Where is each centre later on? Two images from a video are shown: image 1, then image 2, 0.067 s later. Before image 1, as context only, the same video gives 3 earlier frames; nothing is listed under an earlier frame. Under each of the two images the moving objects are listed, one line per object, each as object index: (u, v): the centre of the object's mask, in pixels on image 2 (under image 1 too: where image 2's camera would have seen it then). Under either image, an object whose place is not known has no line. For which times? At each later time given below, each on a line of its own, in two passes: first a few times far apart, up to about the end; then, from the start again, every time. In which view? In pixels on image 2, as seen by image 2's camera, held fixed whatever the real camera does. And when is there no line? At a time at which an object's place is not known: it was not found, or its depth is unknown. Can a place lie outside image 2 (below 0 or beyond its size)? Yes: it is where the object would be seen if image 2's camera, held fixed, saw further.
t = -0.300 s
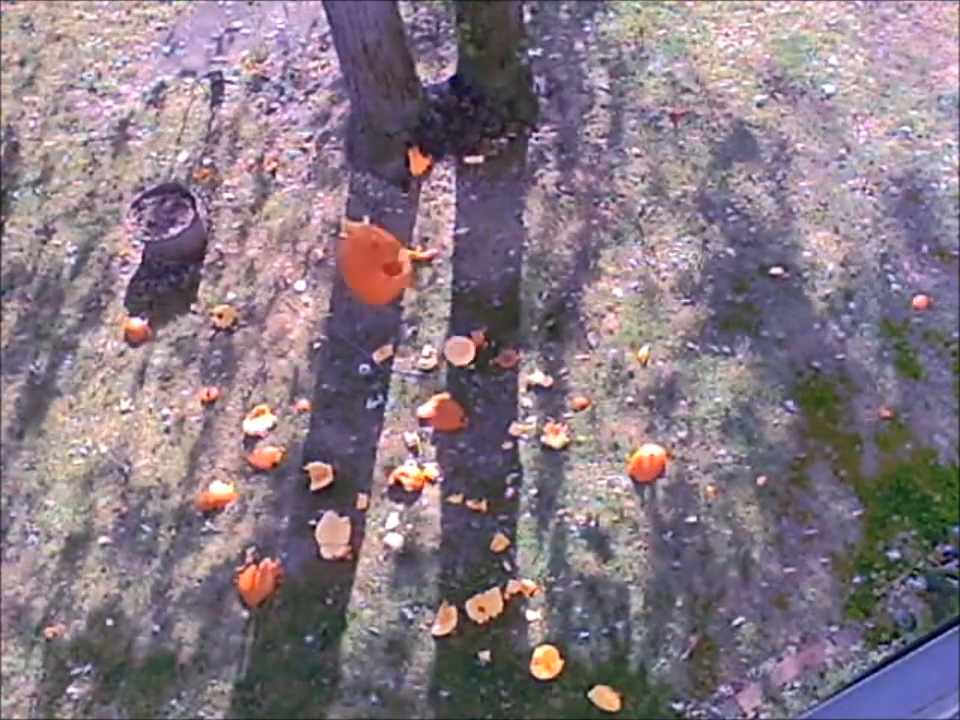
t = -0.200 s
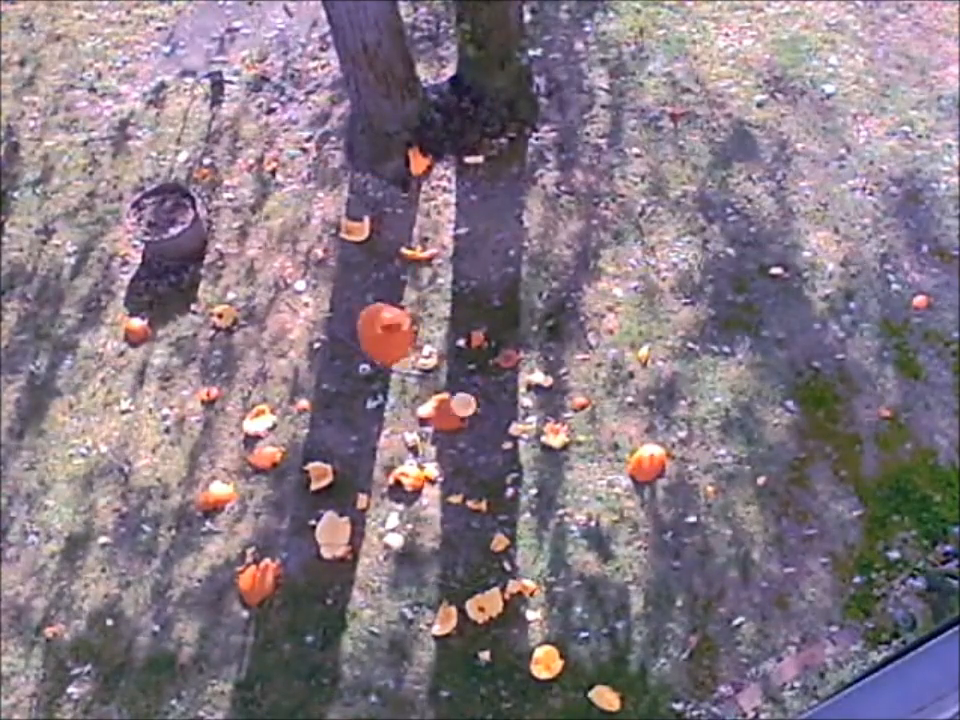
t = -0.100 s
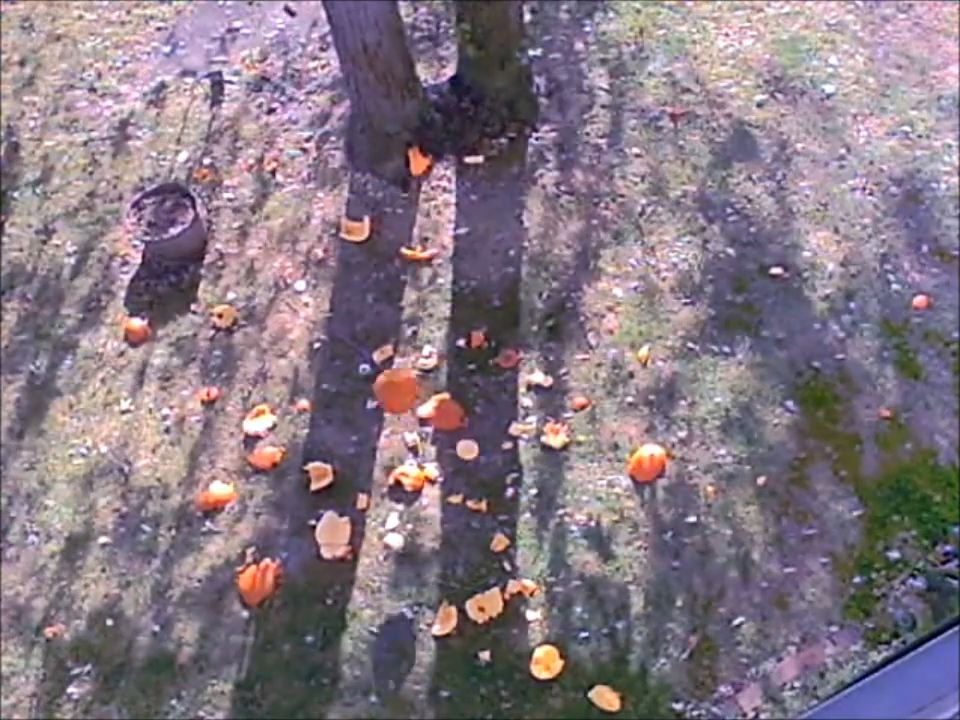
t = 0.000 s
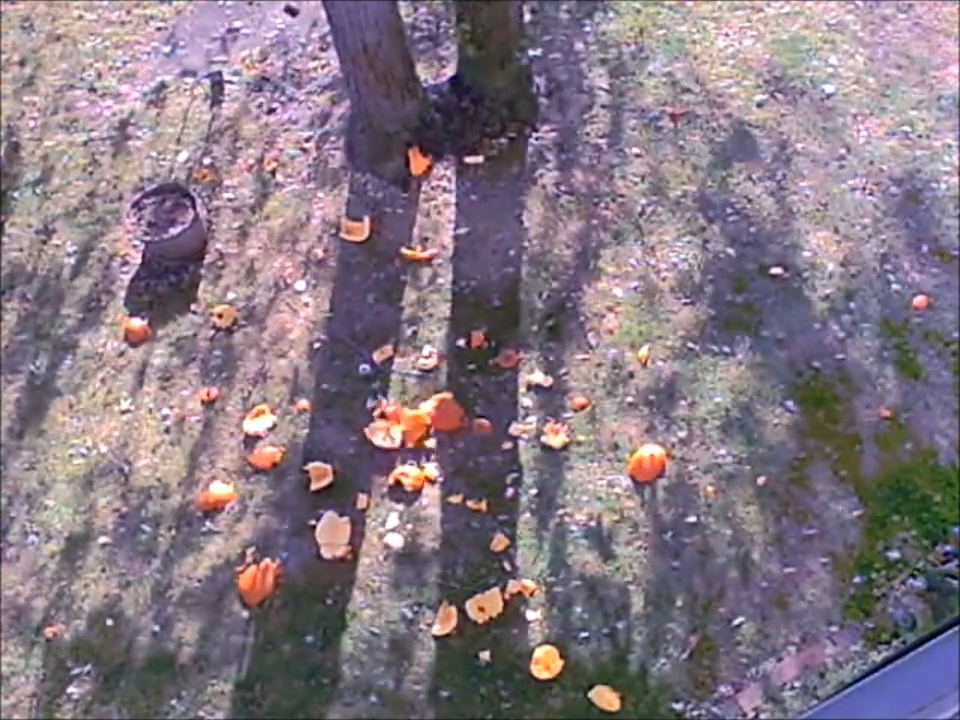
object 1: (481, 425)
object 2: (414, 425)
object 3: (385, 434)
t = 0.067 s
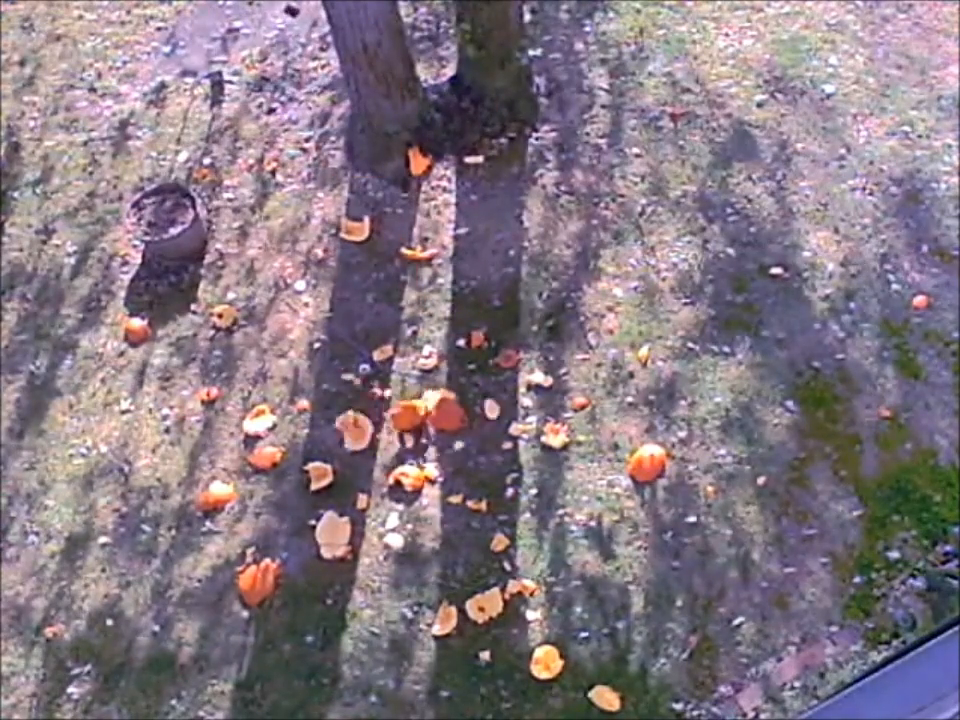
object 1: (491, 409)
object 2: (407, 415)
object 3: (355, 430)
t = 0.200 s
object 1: (511, 386)
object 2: (401, 404)
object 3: (317, 418)
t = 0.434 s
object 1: (533, 338)
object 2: (394, 394)
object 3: (274, 401)
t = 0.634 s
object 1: (550, 312)
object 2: (395, 387)
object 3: (267, 387)
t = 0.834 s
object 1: (565, 289)
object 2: (401, 386)
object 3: (275, 369)
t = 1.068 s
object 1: (579, 269)
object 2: (401, 381)
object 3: (279, 373)
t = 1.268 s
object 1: (590, 260)
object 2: (401, 380)
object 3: (274, 372)
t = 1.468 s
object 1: (604, 256)
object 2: (401, 380)
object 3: (277, 372)
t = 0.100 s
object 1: (496, 402)
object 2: (406, 410)
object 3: (342, 426)
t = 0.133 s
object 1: (501, 394)
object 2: (404, 408)
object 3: (335, 424)
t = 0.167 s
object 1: (507, 389)
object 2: (403, 406)
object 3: (326, 421)
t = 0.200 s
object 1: (511, 386)
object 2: (401, 404)
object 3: (317, 418)
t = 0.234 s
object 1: (520, 382)
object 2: (400, 404)
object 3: (309, 417)
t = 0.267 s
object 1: (518, 373)
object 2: (399, 403)
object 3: (299, 416)
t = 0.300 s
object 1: (521, 365)
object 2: (397, 402)
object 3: (290, 415)
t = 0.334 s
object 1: (525, 360)
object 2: (395, 399)
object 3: (284, 412)
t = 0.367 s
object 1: (526, 350)
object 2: (395, 397)
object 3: (278, 406)
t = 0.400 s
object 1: (530, 345)
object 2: (394, 396)
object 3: (275, 405)
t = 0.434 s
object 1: (533, 338)
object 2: (394, 394)
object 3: (274, 401)
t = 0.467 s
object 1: (535, 335)
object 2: (394, 392)
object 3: (270, 399)
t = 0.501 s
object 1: (537, 330)
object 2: (393, 390)
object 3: (269, 397)
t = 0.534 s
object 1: (540, 324)
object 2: (393, 389)
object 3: (269, 395)
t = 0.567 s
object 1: (543, 320)
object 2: (393, 388)
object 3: (266, 393)
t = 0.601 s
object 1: (546, 317)
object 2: (393, 387)
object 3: (266, 390)
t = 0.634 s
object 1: (550, 312)
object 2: (395, 387)
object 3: (267, 387)
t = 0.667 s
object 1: (553, 310)
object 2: (395, 387)
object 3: (267, 384)
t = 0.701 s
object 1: (556, 304)
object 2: (397, 386)
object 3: (268, 378)
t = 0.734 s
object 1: (559, 301)
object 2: (398, 386)
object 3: (269, 375)
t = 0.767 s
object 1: (561, 296)
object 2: (400, 386)
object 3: (271, 373)
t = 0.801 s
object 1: (563, 292)
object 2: (401, 386)
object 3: (273, 371)
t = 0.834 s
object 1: (565, 289)
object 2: (401, 386)
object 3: (275, 369)
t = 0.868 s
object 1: (567, 286)
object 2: (401, 385)
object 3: (277, 369)
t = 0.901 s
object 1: (569, 282)
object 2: (401, 385)
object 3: (278, 369)
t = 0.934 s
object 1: (571, 280)
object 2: (401, 383)
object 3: (280, 369)
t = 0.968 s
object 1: (572, 277)
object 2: (401, 382)
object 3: (281, 370)
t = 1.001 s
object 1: (574, 276)
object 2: (402, 382)
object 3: (281, 371)
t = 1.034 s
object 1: (576, 273)
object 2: (402, 381)
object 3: (280, 372)
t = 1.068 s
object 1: (579, 269)
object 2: (401, 381)
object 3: (279, 373)
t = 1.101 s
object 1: (580, 267)
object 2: (401, 380)
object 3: (278, 373)
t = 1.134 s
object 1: (581, 266)
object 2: (401, 380)
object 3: (277, 374)
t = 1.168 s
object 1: (582, 264)
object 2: (401, 380)
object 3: (276, 373)
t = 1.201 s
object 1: (585, 262)
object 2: (401, 380)
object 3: (275, 373)
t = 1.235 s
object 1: (587, 261)
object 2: (401, 380)
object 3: (274, 372)
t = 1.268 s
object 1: (590, 260)
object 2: (401, 380)
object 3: (274, 372)
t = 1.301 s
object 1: (593, 259)
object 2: (401, 380)
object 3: (275, 372)
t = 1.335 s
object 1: (595, 257)
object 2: (401, 380)
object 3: (276, 372)
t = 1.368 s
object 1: (597, 257)
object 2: (401, 380)
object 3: (277, 372)
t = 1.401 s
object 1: (600, 256)
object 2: (401, 380)
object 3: (277, 372)
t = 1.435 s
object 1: (602, 255)
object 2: (401, 380)
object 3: (277, 372)
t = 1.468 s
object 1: (604, 256)
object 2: (401, 380)
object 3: (277, 372)
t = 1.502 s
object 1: (606, 256)
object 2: (401, 380)
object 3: (277, 372)
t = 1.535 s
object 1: (607, 256)
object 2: (401, 380)
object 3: (276, 372)
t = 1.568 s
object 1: (608, 258)
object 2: (401, 380)
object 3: (276, 372)
